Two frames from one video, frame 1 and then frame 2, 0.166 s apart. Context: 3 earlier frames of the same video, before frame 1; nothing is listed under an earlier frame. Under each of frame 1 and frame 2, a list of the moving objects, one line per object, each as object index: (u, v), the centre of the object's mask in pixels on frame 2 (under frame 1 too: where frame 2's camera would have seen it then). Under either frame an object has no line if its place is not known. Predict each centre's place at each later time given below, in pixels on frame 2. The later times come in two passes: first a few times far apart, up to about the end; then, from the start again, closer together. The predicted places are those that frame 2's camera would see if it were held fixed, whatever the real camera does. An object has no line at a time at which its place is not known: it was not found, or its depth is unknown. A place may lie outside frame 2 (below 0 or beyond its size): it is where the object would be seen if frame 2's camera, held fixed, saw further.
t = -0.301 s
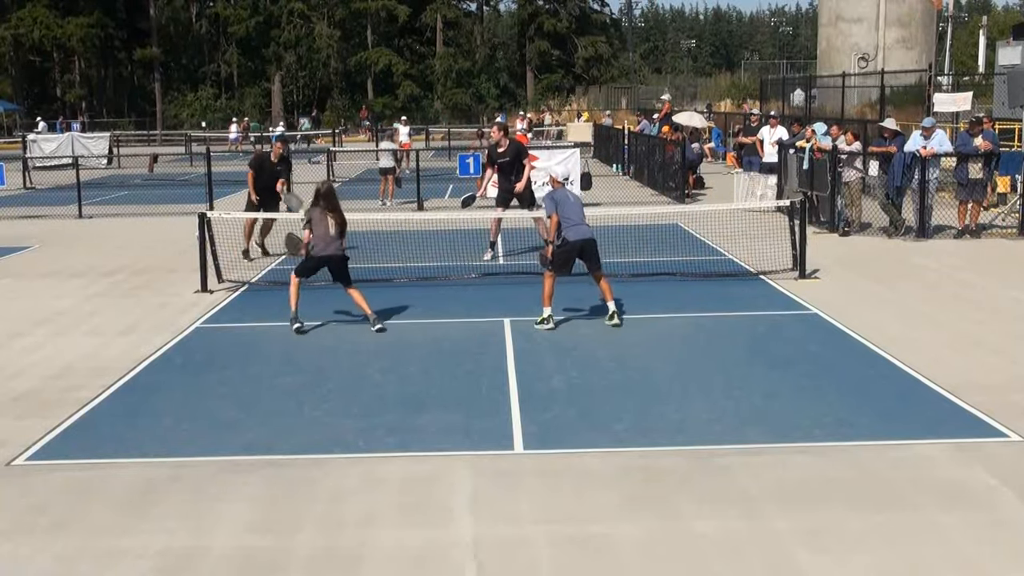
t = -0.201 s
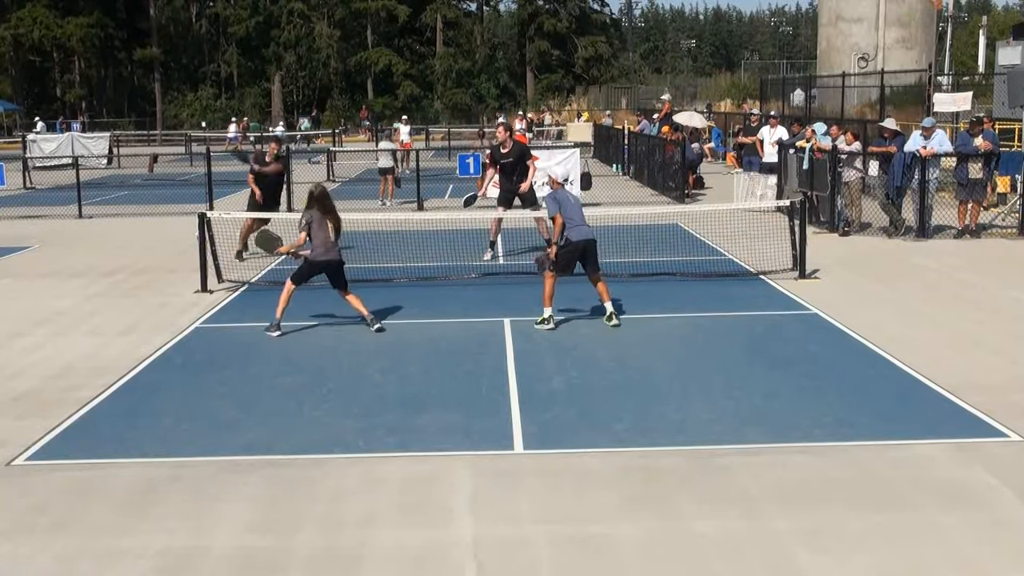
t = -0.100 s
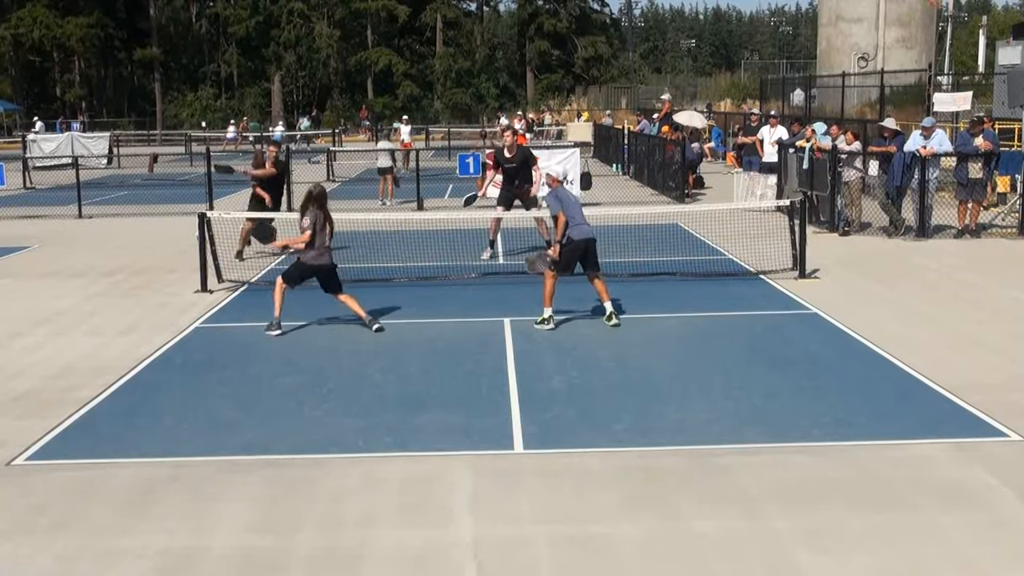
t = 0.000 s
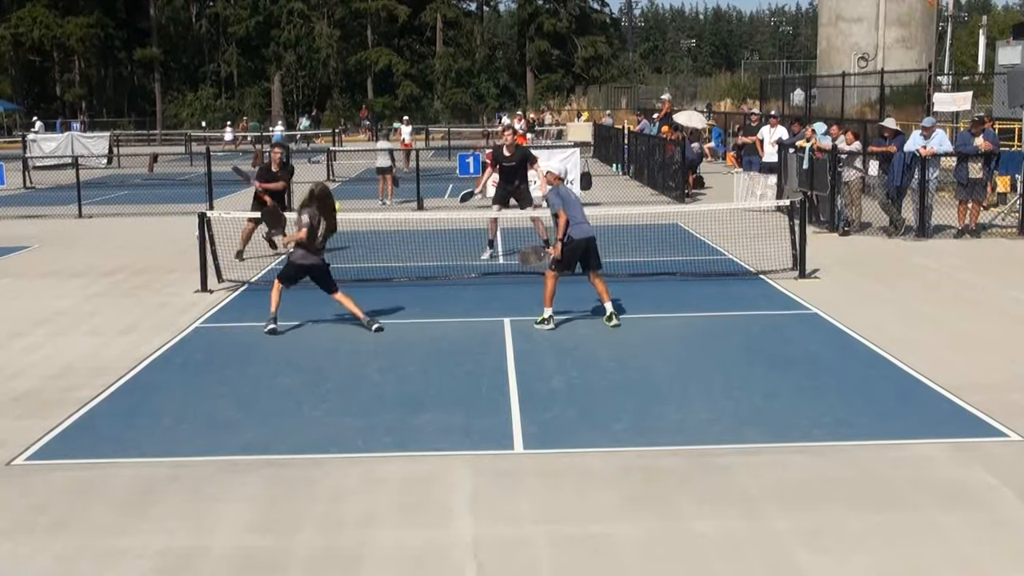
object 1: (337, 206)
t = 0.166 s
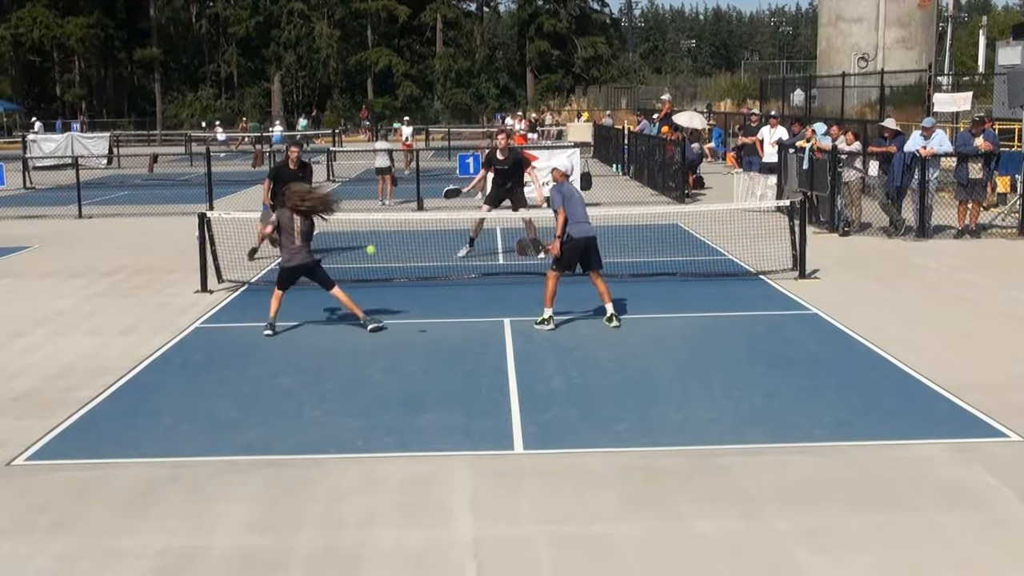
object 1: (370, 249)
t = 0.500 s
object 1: (459, 383)
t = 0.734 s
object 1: (523, 394)
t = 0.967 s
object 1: (609, 529)
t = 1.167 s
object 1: (713, 565)
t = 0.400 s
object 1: (437, 397)
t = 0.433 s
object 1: (445, 397)
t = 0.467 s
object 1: (452, 390)
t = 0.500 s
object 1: (459, 383)
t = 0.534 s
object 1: (467, 379)
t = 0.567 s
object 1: (475, 377)
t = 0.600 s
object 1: (483, 376)
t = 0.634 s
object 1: (492, 378)
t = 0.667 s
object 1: (501, 382)
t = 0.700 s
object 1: (512, 387)
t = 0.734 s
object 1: (523, 394)
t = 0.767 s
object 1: (533, 405)
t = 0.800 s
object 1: (544, 418)
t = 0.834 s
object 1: (556, 434)
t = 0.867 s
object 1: (569, 452)
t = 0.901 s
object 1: (581, 474)
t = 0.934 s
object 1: (595, 500)
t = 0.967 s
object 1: (609, 529)
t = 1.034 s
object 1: (640, 548)
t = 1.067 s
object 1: (657, 549)
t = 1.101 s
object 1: (674, 551)
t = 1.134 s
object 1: (693, 556)
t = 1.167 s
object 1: (713, 565)
